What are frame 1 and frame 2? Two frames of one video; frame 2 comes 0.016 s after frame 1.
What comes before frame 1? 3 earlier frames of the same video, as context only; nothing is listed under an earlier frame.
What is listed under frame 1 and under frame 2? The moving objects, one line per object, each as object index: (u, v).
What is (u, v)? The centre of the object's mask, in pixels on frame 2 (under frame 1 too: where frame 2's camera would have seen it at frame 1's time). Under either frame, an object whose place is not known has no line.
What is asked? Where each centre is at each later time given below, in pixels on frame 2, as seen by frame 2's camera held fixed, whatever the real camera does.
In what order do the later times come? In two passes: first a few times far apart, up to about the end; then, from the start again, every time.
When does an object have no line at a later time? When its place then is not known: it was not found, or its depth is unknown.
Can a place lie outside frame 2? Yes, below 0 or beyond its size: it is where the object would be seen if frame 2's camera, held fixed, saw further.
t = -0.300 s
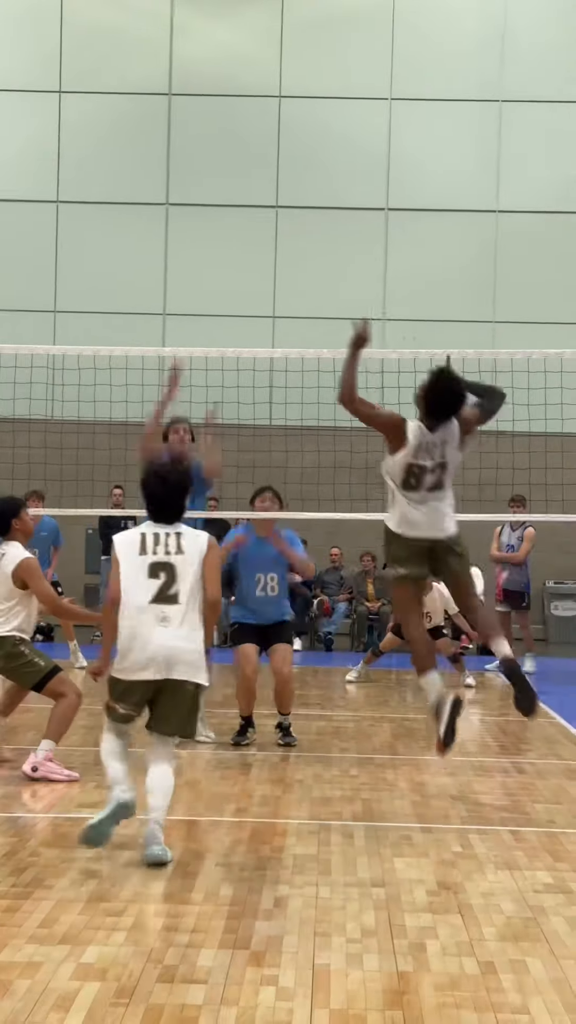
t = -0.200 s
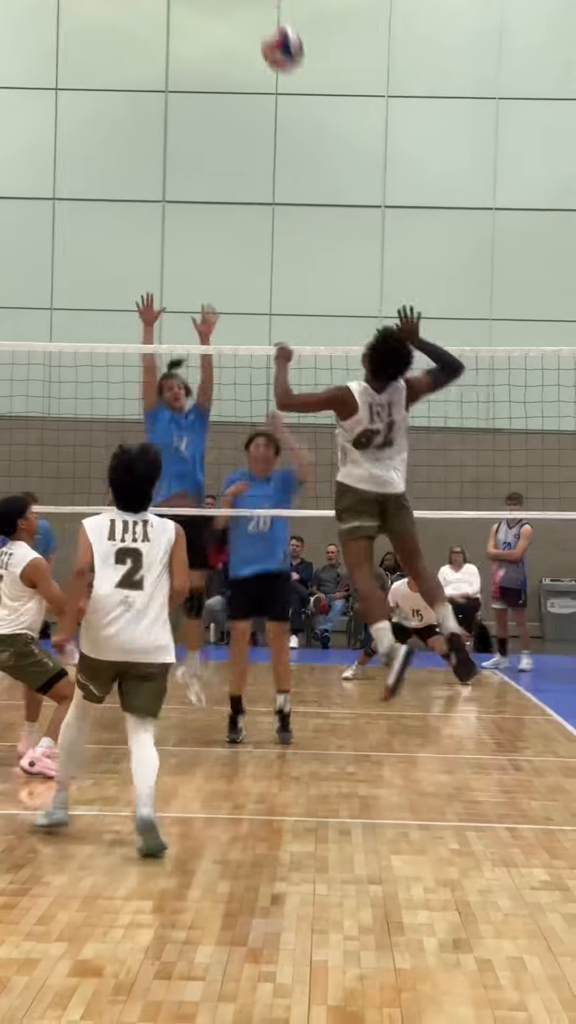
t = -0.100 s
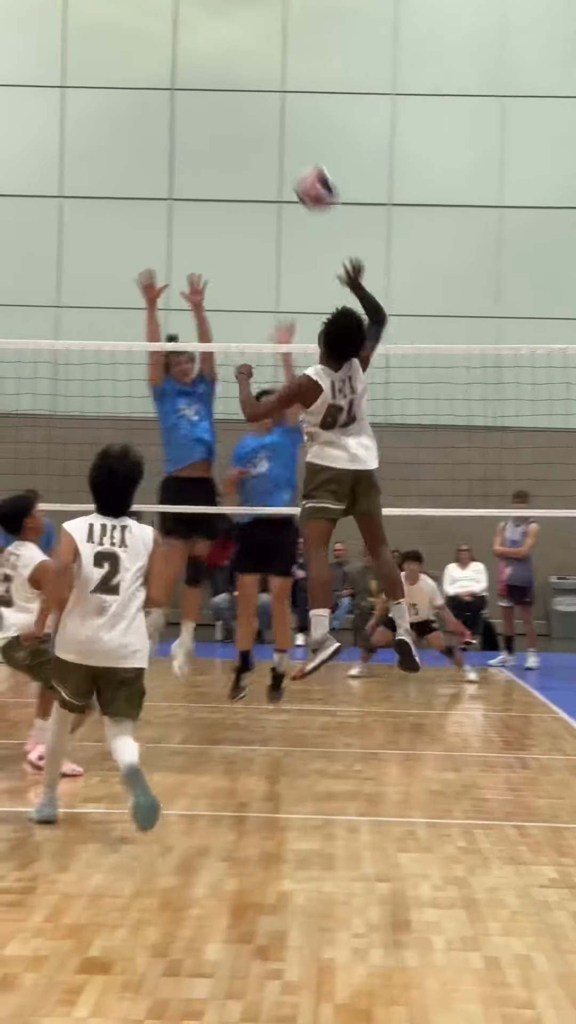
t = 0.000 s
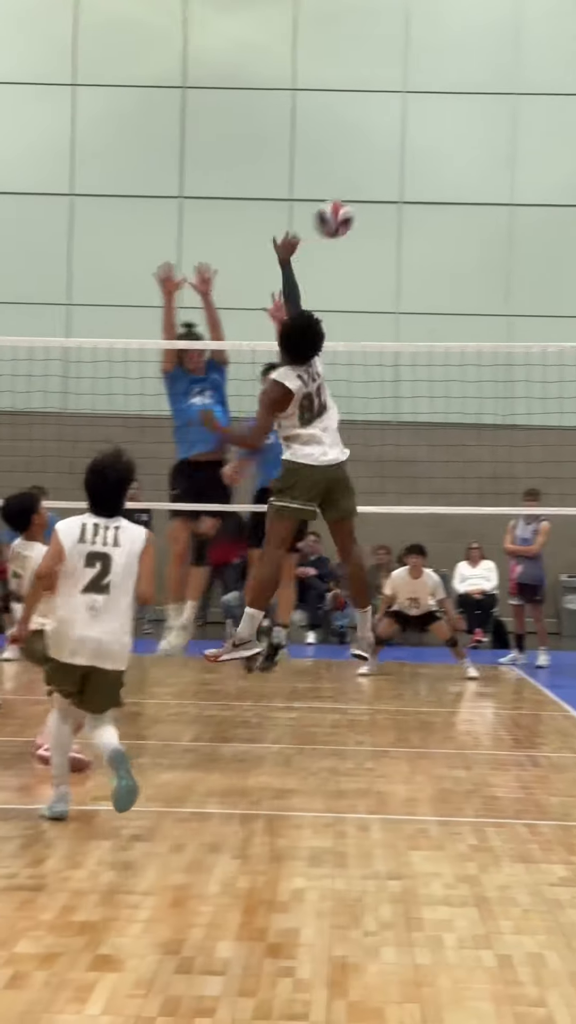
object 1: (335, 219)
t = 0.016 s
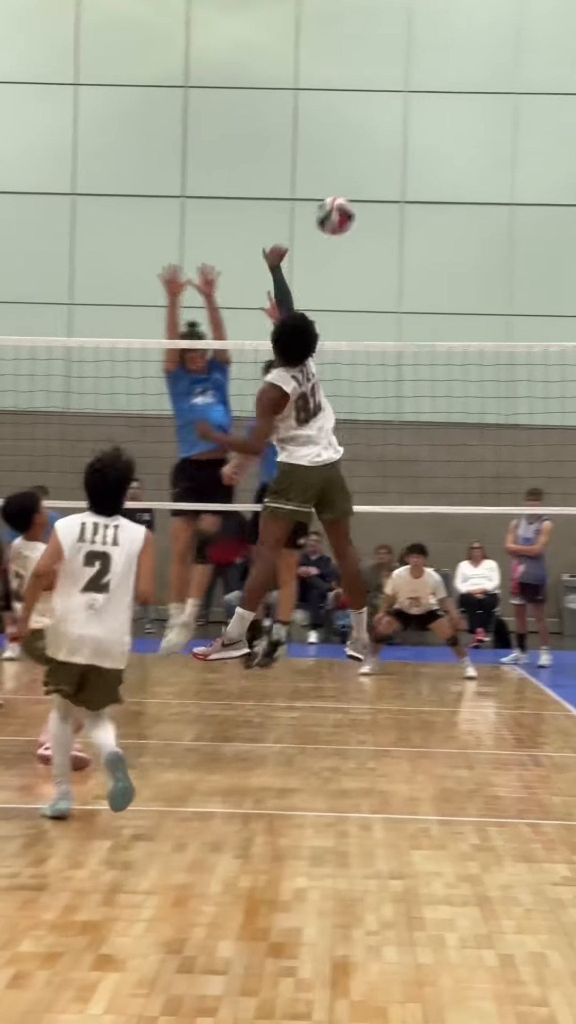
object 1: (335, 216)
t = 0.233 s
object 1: (344, 227)
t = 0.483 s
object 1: (345, 326)
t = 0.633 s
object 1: (342, 408)
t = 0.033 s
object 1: (335, 215)
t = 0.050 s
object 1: (336, 213)
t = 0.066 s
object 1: (337, 212)
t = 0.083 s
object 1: (337, 211)
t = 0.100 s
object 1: (339, 210)
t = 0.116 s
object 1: (339, 211)
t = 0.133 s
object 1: (341, 212)
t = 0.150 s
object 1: (341, 213)
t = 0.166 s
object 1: (342, 216)
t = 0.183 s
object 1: (342, 217)
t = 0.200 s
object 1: (343, 221)
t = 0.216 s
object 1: (344, 223)
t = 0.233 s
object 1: (344, 227)
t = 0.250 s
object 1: (345, 231)
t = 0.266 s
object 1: (345, 236)
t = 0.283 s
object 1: (345, 240)
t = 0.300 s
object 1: (346, 245)
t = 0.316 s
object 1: (346, 251)
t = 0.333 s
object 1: (346, 258)
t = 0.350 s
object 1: (347, 264)
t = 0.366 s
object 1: (347, 271)
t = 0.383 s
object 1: (347, 278)
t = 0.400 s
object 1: (347, 285)
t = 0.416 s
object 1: (347, 293)
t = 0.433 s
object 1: (347, 300)
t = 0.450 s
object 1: (346, 309)
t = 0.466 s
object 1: (346, 318)
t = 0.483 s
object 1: (345, 326)
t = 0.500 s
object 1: (344, 331)
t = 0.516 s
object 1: (345, 347)
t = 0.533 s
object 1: (344, 354)
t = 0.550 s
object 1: (344, 361)
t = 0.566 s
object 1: (343, 371)
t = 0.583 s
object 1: (343, 380)
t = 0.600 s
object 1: (343, 390)
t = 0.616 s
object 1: (343, 399)
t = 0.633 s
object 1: (342, 408)
